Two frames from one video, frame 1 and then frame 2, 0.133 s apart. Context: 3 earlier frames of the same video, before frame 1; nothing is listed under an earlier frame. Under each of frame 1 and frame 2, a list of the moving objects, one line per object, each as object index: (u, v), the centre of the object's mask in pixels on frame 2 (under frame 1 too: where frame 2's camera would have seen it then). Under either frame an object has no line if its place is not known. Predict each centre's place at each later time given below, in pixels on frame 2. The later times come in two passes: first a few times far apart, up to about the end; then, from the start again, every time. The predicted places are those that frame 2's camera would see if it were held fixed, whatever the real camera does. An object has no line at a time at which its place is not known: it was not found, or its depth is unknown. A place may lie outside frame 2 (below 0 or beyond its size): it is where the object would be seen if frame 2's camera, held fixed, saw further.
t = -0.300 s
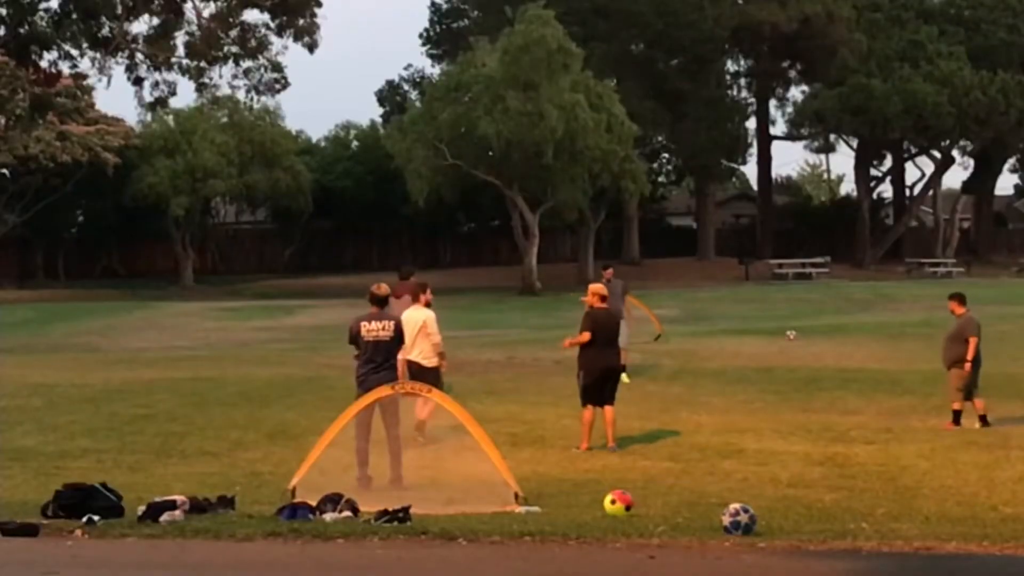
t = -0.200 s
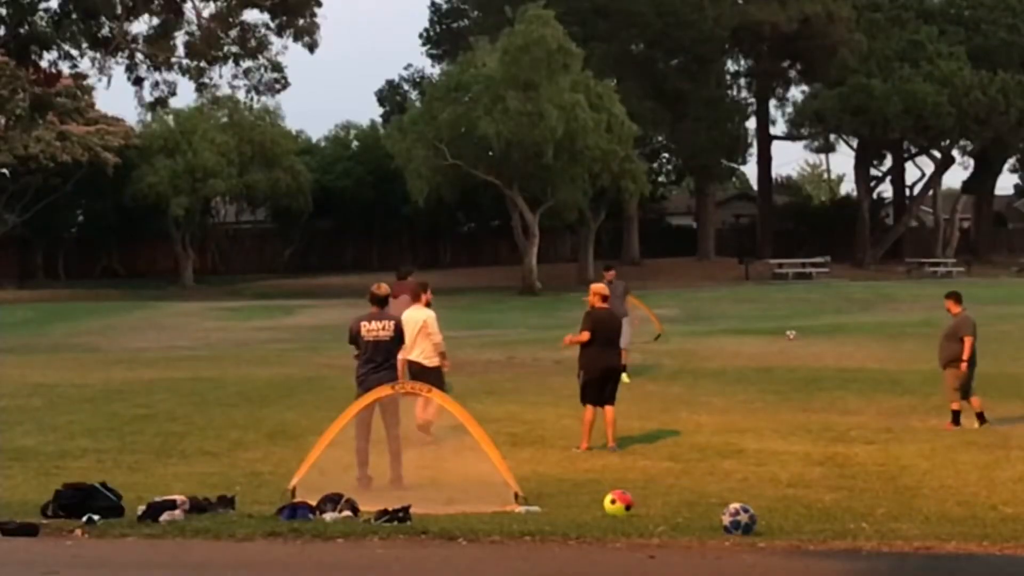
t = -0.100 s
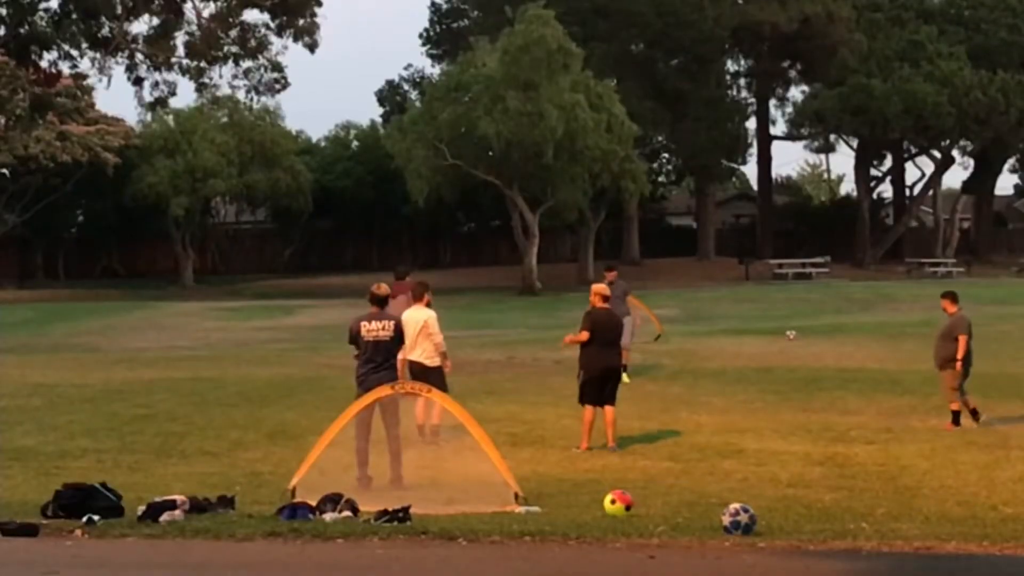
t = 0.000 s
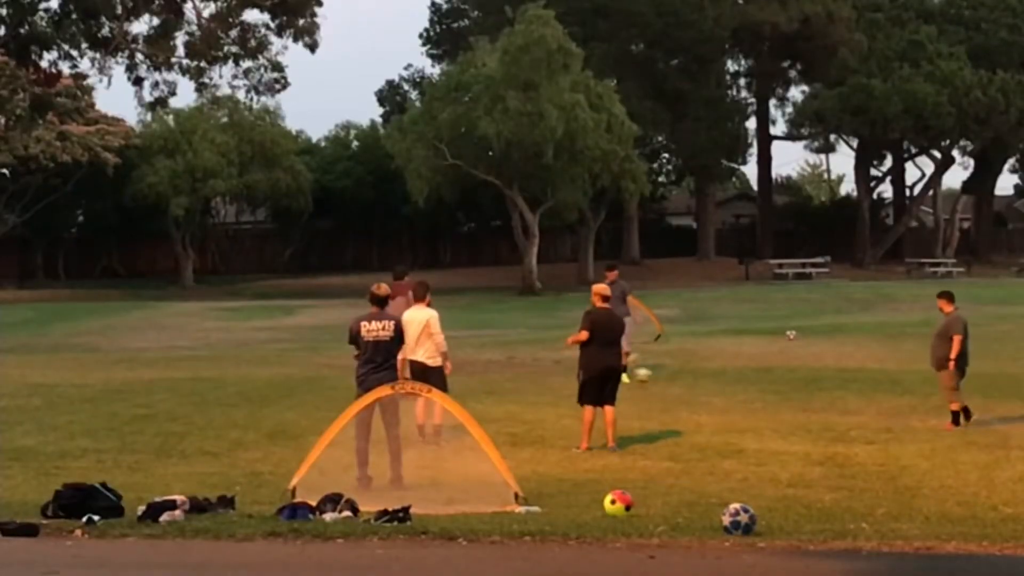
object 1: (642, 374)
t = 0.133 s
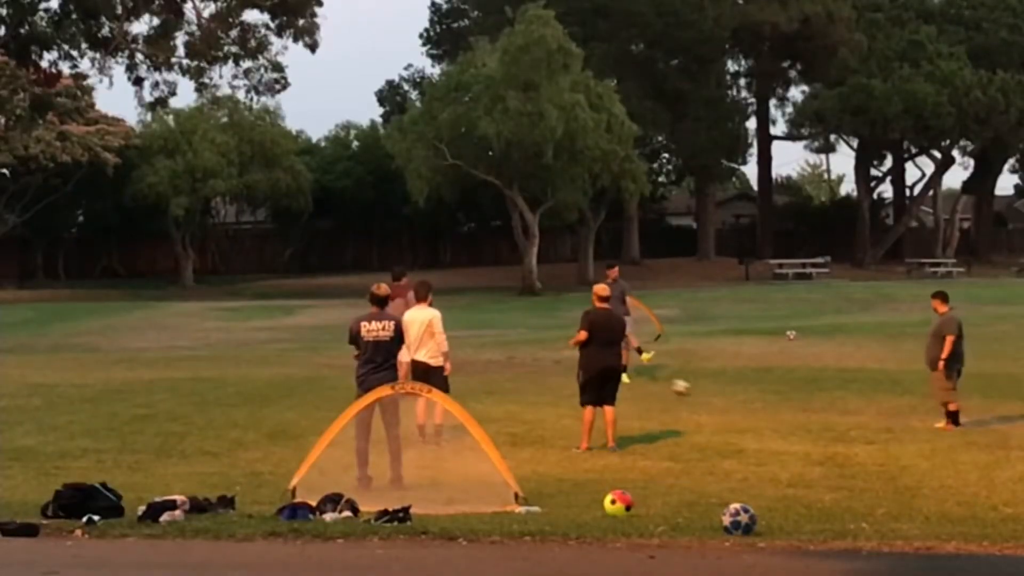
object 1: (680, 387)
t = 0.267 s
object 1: (711, 384)
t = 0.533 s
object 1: (770, 399)
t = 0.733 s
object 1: (809, 402)
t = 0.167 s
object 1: (690, 389)
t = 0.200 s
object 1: (697, 389)
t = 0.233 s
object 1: (704, 386)
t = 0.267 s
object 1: (711, 384)
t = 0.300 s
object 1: (719, 384)
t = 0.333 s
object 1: (726, 383)
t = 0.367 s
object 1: (733, 383)
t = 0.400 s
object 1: (740, 385)
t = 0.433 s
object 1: (748, 388)
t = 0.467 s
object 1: (755, 391)
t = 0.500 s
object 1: (763, 395)
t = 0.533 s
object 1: (770, 399)
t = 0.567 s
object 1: (777, 400)
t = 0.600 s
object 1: (784, 399)
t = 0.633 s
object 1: (790, 398)
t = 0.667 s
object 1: (796, 399)
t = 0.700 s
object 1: (802, 400)
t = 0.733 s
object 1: (809, 402)
